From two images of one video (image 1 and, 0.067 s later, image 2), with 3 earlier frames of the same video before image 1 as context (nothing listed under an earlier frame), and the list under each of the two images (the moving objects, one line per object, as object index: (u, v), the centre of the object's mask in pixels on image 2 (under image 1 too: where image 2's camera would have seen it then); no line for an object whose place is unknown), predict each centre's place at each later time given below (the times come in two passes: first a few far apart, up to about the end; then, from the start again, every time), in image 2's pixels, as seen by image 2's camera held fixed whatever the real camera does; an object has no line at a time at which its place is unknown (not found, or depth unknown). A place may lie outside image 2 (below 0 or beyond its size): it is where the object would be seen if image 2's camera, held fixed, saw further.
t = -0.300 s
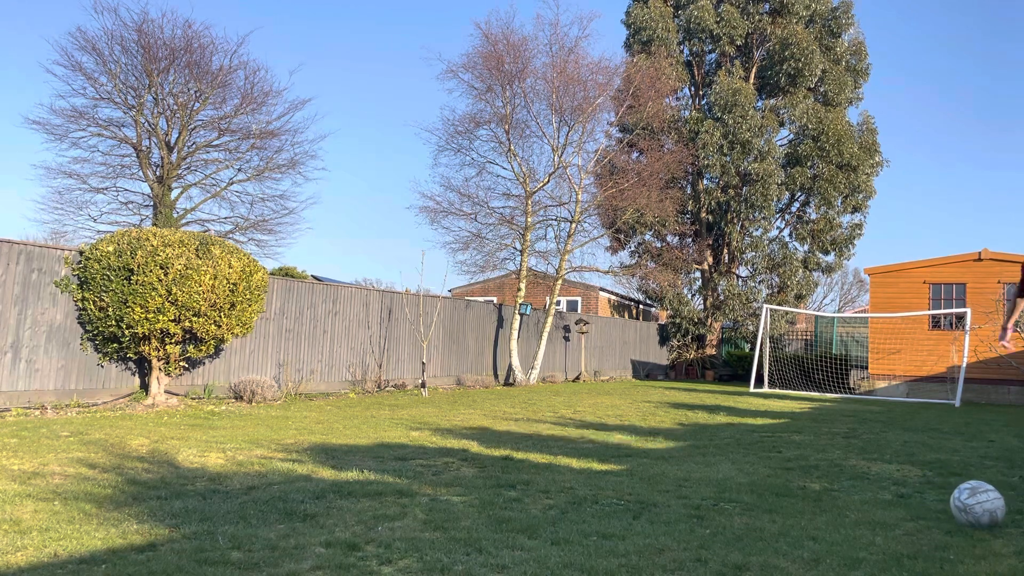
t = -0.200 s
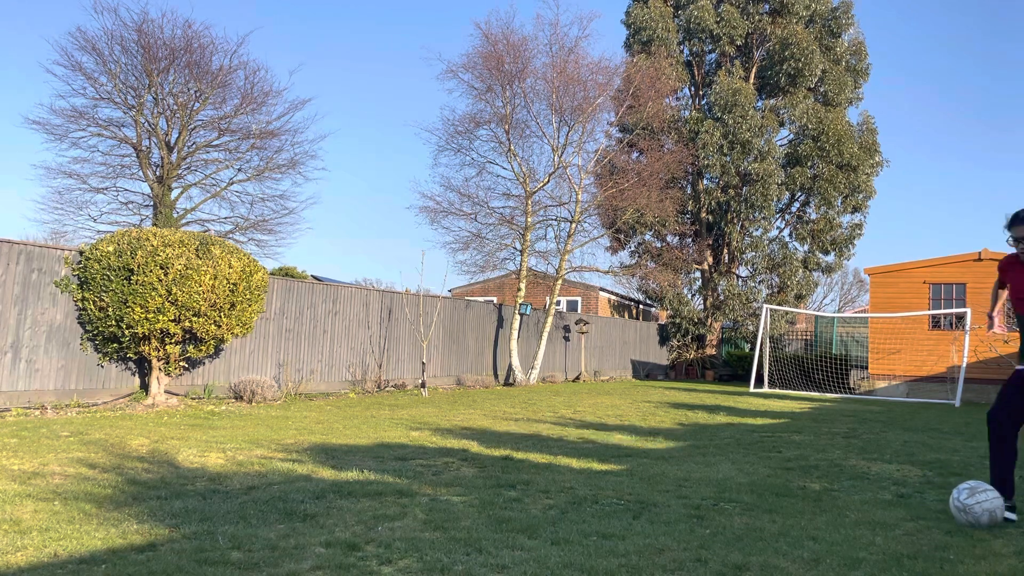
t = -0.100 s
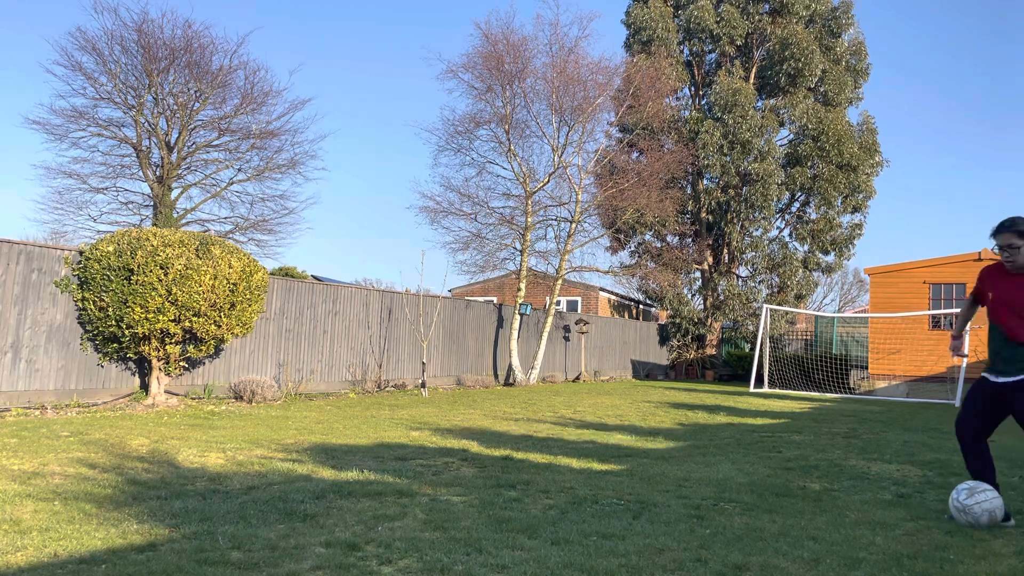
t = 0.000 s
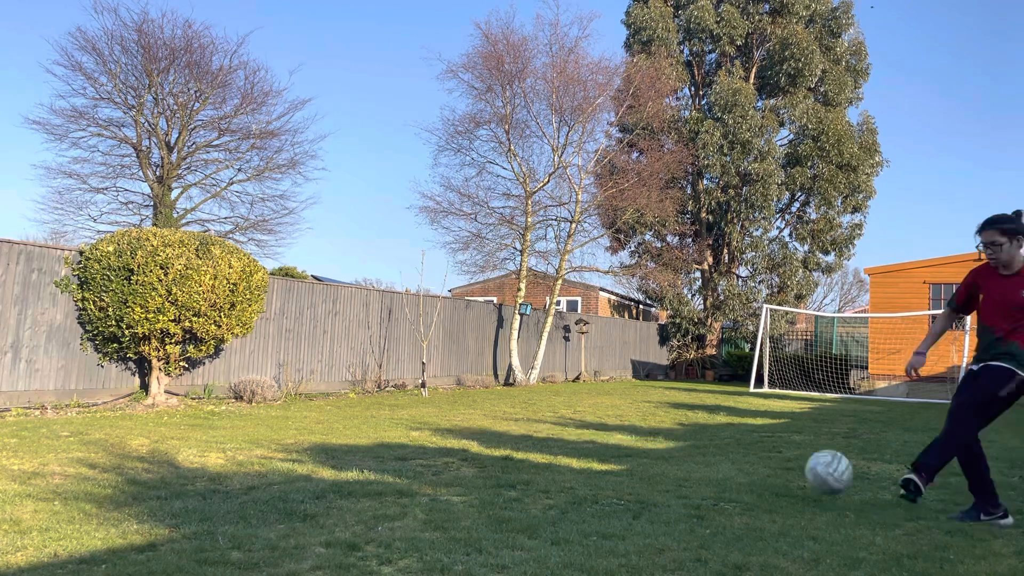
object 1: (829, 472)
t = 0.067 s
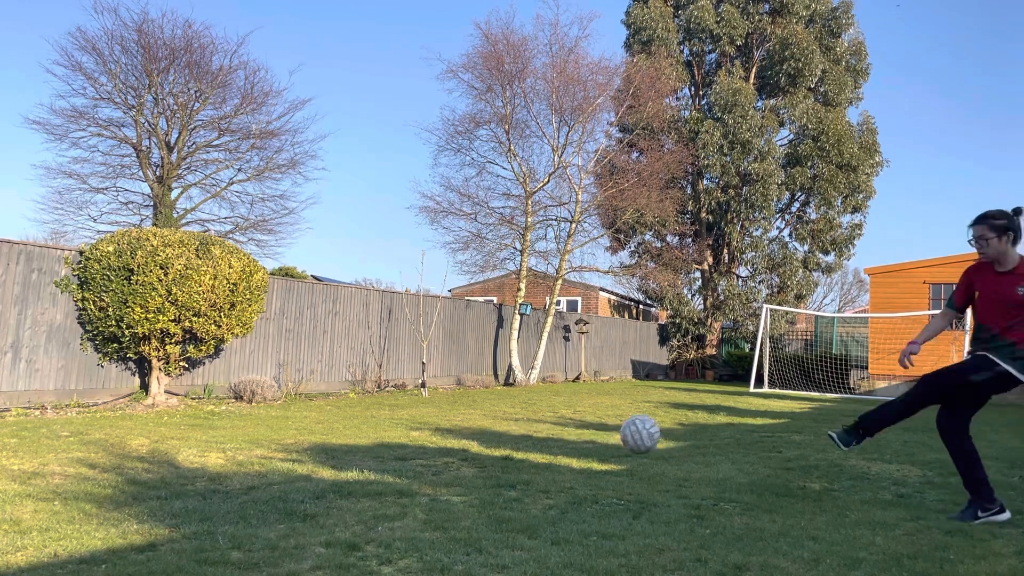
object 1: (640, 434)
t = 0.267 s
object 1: (282, 398)
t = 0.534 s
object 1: (51, 388)
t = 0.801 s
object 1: (167, 354)
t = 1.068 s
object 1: (302, 392)
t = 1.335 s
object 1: (410, 410)
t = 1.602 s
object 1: (492, 426)
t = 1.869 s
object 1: (560, 434)
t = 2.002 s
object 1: (593, 435)
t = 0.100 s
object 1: (563, 422)
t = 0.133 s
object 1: (494, 411)
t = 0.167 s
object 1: (433, 405)
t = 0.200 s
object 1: (378, 401)
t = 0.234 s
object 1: (328, 399)
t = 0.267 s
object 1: (282, 398)
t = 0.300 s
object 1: (240, 400)
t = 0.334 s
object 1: (201, 402)
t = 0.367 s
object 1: (166, 406)
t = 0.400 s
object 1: (133, 411)
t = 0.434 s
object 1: (106, 410)
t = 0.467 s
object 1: (87, 402)
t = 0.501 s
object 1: (68, 394)
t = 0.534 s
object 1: (51, 388)
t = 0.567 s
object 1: (53, 381)
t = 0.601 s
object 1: (69, 374)
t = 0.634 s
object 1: (86, 367)
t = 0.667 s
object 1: (101, 363)
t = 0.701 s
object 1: (117, 359)
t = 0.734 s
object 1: (133, 356)
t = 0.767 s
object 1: (150, 354)
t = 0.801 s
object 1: (167, 354)
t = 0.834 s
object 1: (183, 354)
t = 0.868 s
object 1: (199, 356)
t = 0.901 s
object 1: (216, 359)
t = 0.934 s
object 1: (233, 363)
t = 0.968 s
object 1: (251, 368)
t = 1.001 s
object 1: (268, 375)
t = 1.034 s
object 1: (285, 383)
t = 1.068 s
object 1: (302, 392)
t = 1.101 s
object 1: (319, 403)
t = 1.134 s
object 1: (337, 415)
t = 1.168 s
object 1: (354, 423)
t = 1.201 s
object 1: (365, 419)
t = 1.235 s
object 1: (377, 415)
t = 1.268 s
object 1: (388, 412)
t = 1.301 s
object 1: (399, 411)
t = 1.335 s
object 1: (410, 410)
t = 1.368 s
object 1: (421, 412)
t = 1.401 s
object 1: (432, 414)
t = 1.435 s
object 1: (443, 418)
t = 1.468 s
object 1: (455, 424)
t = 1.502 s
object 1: (464, 430)
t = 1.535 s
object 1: (473, 430)
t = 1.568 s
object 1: (482, 427)
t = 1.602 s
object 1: (492, 426)
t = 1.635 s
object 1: (500, 426)
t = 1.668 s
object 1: (509, 428)
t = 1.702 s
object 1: (519, 431)
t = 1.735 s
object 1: (527, 434)
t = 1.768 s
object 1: (535, 433)
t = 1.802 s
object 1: (543, 433)
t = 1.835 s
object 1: (551, 433)
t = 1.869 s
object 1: (560, 434)
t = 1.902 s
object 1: (568, 434)
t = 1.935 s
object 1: (576, 435)
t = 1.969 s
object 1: (584, 434)
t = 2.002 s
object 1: (593, 435)
